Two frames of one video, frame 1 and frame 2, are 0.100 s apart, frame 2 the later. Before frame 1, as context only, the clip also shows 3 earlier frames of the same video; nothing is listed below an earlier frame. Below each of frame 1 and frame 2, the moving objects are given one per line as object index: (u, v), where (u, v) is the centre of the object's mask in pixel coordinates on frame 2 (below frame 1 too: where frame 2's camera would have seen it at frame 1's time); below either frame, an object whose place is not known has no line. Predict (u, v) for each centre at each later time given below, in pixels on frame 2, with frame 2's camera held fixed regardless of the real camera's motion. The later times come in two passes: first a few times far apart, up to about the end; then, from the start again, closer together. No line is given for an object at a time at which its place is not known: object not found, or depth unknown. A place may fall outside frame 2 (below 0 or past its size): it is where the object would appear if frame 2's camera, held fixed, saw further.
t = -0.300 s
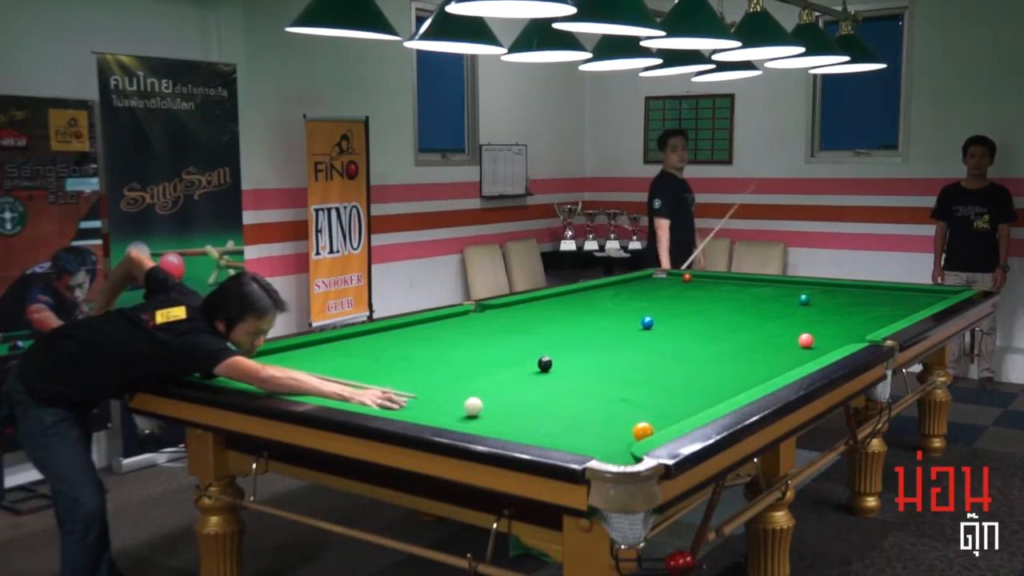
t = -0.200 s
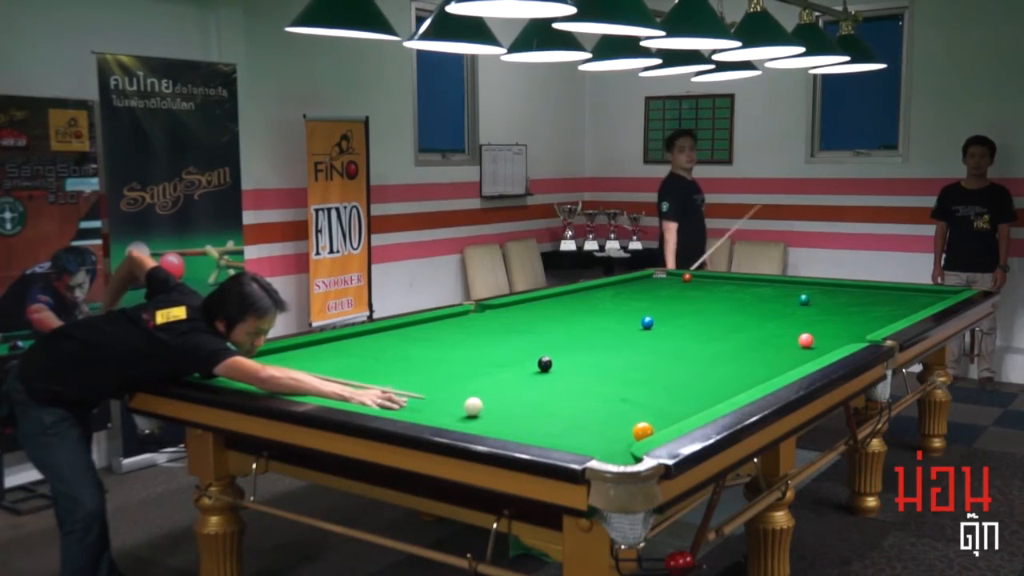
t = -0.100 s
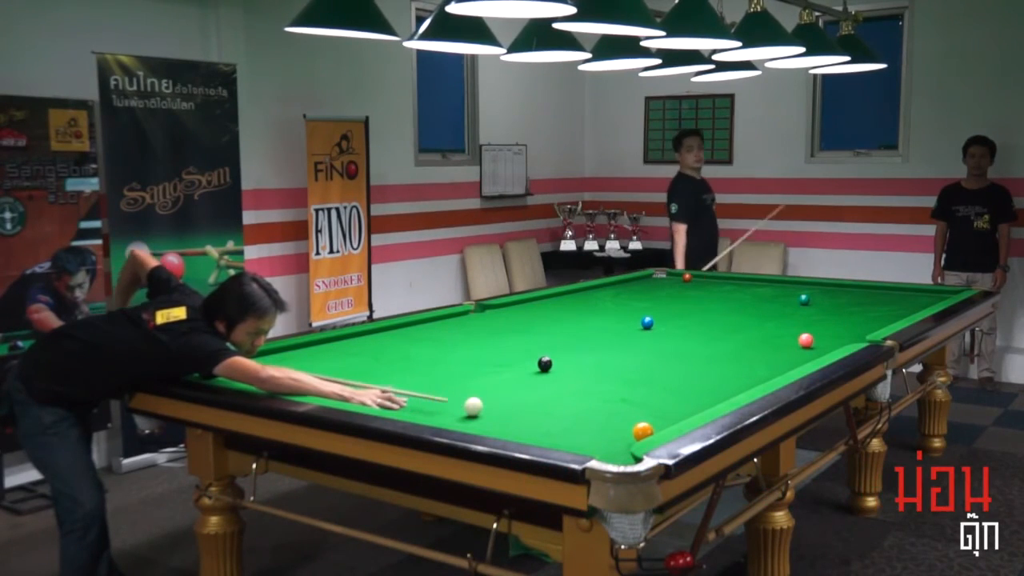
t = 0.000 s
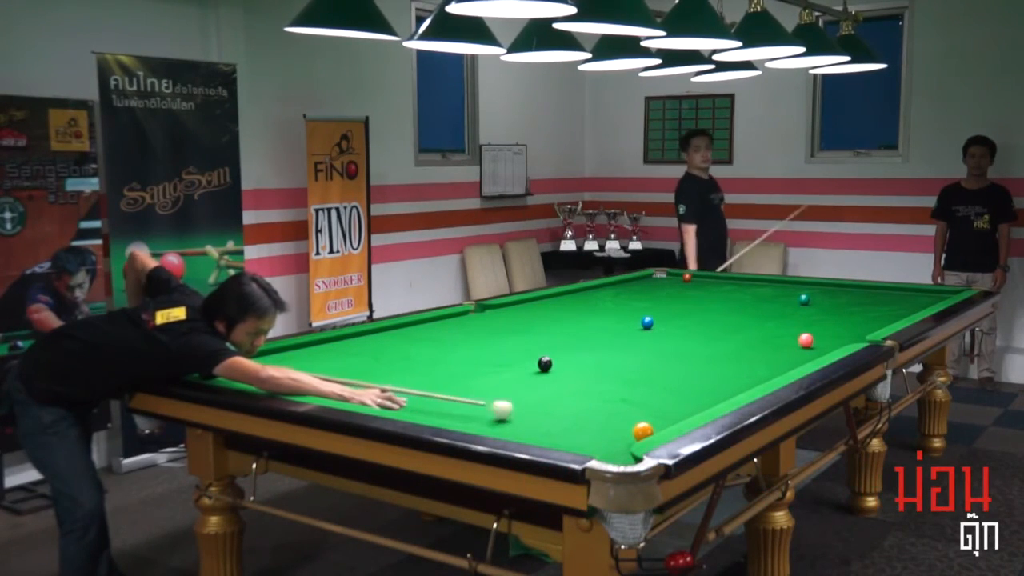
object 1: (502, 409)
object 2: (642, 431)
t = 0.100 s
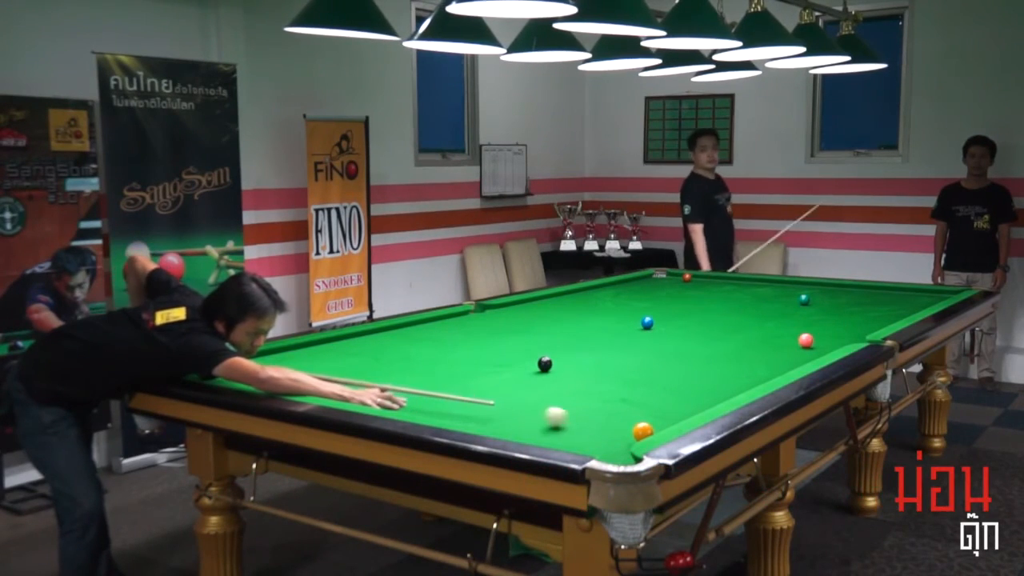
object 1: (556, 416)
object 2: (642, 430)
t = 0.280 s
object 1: (655, 423)
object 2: (645, 432)
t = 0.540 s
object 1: (642, 405)
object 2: (598, 436)
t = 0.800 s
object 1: (620, 386)
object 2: (552, 432)
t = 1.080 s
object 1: (602, 370)
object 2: (509, 428)
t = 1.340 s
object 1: (587, 357)
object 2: (496, 423)
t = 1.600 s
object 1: (575, 346)
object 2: (483, 419)
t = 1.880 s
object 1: (564, 336)
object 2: (471, 415)
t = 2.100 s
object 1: (556, 329)
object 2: (463, 412)
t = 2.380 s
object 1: (548, 321)
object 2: (454, 409)
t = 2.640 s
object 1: (542, 315)
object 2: (446, 406)
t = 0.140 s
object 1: (578, 419)
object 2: (642, 430)
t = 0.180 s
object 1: (601, 422)
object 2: (642, 431)
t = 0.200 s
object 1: (612, 424)
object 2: (642, 430)
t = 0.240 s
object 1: (632, 423)
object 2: (642, 431)
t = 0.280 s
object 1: (655, 423)
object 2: (645, 432)
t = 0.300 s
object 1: (663, 423)
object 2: (642, 432)
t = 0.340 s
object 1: (664, 420)
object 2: (635, 434)
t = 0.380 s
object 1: (658, 418)
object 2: (627, 435)
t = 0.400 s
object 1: (655, 417)
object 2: (624, 436)
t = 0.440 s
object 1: (651, 413)
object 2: (616, 436)
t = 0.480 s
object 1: (647, 410)
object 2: (609, 436)
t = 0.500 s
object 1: (645, 408)
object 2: (605, 435)
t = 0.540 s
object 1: (642, 405)
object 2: (598, 436)
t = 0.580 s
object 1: (638, 402)
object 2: (591, 435)
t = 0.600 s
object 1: (636, 400)
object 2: (587, 435)
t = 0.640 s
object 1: (633, 397)
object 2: (580, 435)
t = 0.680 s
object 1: (630, 395)
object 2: (573, 434)
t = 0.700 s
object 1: (628, 393)
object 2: (569, 434)
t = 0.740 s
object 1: (625, 390)
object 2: (562, 433)
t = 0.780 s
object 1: (622, 387)
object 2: (556, 433)
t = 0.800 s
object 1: (620, 386)
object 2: (552, 432)
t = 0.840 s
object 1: (617, 383)
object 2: (545, 431)
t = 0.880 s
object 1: (615, 381)
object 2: (539, 431)
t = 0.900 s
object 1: (613, 380)
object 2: (536, 431)
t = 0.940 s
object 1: (611, 377)
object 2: (529, 430)
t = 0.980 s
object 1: (608, 375)
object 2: (523, 429)
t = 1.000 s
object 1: (607, 374)
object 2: (519, 429)
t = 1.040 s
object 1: (604, 372)
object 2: (513, 429)
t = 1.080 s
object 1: (602, 370)
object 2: (509, 428)
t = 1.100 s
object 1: (601, 369)
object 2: (508, 428)
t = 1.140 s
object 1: (598, 367)
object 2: (506, 427)
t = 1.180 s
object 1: (596, 364)
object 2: (504, 426)
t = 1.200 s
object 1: (595, 364)
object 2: (503, 426)
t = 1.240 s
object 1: (593, 362)
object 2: (500, 425)
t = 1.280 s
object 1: (590, 359)
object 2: (498, 424)
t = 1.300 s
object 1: (590, 359)
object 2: (497, 424)
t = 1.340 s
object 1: (587, 357)
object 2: (496, 423)
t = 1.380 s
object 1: (585, 355)
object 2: (494, 423)
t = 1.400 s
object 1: (584, 354)
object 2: (492, 422)
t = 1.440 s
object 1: (582, 352)
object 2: (490, 422)
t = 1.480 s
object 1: (581, 351)
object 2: (489, 421)
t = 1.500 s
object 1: (580, 350)
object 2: (488, 421)
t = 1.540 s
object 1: (578, 348)
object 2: (486, 420)
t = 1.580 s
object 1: (576, 347)
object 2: (484, 419)
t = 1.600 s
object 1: (575, 346)
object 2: (483, 419)
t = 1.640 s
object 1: (573, 344)
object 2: (481, 418)
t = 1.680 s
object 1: (572, 343)
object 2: (480, 418)
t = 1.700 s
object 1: (571, 342)
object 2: (478, 418)
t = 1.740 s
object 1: (569, 341)
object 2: (477, 417)
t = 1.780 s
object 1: (568, 339)
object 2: (475, 416)
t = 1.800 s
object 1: (567, 339)
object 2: (474, 416)
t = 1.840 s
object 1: (566, 337)
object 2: (473, 415)
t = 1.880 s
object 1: (564, 336)
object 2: (471, 415)
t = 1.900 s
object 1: (564, 335)
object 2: (471, 415)
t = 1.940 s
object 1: (562, 334)
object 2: (469, 414)
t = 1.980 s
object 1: (561, 333)
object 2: (468, 414)
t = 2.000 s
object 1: (560, 332)
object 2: (467, 413)
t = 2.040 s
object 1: (559, 331)
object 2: (465, 413)
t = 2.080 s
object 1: (557, 329)
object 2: (464, 412)
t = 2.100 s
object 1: (556, 329)
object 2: (463, 412)
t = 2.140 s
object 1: (555, 328)
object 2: (462, 411)
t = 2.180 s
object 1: (554, 326)
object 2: (460, 411)
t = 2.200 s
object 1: (553, 326)
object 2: (460, 411)
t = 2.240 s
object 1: (552, 325)
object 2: (458, 410)
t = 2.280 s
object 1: (551, 324)
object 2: (457, 410)
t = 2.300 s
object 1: (550, 323)
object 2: (456, 410)
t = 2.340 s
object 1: (549, 322)
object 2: (455, 409)
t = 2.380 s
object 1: (548, 321)
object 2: (454, 409)
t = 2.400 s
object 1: (548, 321)
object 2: (453, 408)
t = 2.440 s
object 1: (546, 320)
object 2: (452, 408)
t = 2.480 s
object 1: (545, 319)
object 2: (451, 408)
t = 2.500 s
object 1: (545, 318)
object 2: (450, 407)
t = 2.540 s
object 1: (544, 317)
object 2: (449, 407)
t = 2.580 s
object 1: (543, 316)
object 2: (448, 406)
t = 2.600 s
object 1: (543, 316)
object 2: (448, 406)
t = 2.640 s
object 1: (542, 315)
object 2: (446, 406)
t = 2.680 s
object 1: (541, 314)
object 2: (446, 405)
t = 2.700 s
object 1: (540, 313)
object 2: (445, 405)
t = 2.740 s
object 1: (539, 312)
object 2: (444, 405)
